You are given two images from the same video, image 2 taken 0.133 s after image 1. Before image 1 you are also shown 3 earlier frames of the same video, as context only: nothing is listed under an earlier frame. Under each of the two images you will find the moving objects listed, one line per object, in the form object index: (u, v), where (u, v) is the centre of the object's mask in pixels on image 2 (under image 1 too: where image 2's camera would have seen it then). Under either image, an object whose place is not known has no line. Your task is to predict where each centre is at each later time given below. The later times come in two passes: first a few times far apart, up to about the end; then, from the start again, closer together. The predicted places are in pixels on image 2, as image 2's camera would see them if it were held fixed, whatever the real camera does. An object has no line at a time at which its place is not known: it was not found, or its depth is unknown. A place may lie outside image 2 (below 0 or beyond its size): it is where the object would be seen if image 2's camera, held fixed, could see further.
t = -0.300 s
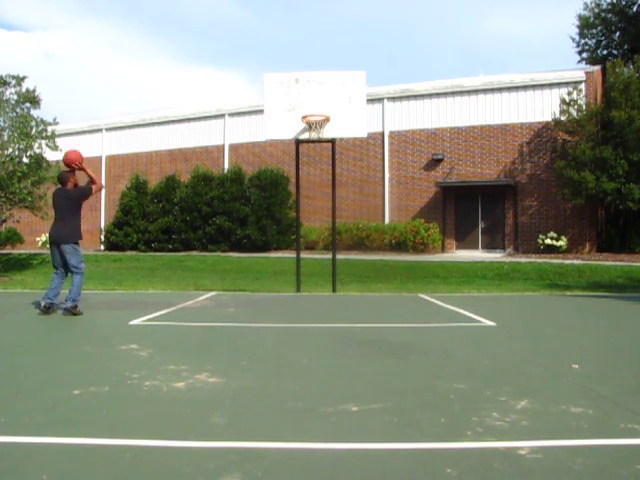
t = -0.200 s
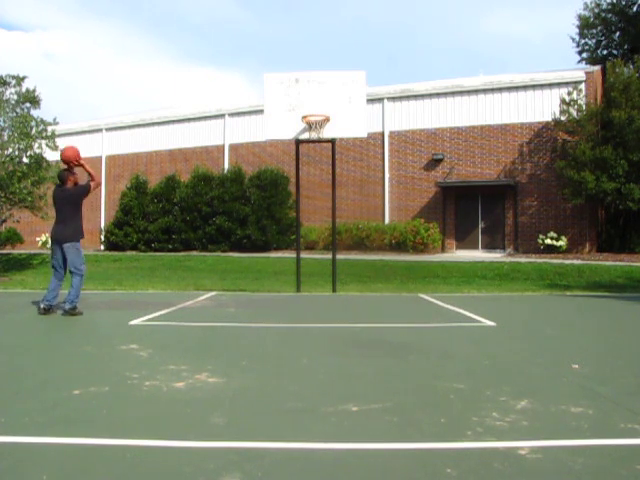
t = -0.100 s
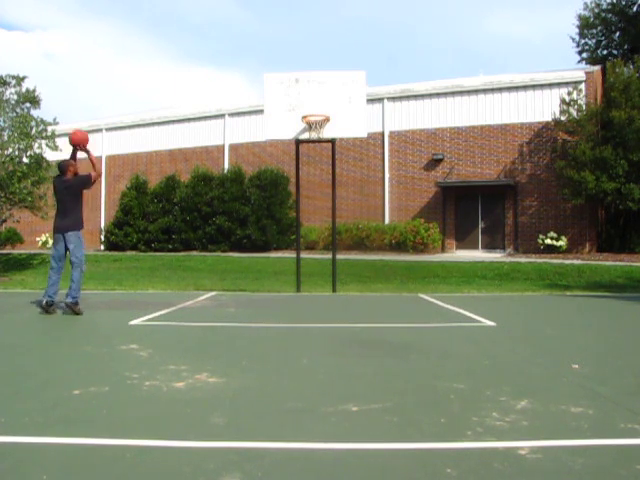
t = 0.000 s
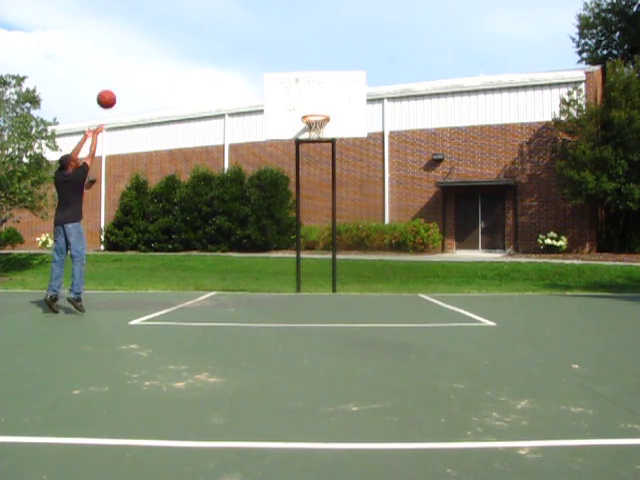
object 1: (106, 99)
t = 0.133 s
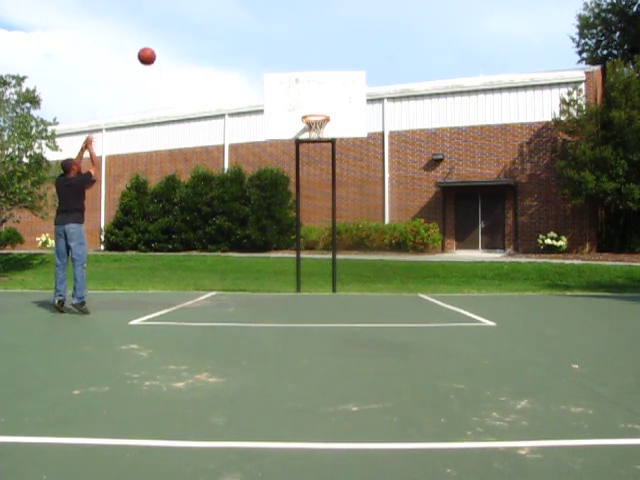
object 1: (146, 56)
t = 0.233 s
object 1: (173, 35)
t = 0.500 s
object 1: (234, 19)
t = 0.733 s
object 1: (278, 42)
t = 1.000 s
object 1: (318, 98)
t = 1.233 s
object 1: (304, 90)
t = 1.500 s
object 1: (261, 82)
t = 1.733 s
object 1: (220, 113)
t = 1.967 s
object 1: (174, 187)
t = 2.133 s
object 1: (139, 271)
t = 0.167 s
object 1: (156, 48)
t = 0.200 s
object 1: (164, 41)
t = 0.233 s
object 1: (173, 35)
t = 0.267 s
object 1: (182, 30)
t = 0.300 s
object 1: (190, 26)
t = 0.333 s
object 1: (198, 23)
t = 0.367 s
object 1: (206, 21)
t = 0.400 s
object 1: (213, 19)
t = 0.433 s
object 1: (220, 19)
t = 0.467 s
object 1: (227, 19)
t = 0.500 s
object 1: (234, 19)
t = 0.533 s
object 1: (241, 21)
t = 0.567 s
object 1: (248, 23)
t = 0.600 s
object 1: (254, 26)
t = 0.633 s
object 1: (260, 29)
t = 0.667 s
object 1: (266, 33)
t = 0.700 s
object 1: (272, 37)
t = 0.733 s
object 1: (278, 42)
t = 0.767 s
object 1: (283, 48)
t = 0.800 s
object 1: (289, 54)
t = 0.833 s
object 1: (294, 61)
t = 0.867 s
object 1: (299, 68)
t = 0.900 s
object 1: (304, 75)
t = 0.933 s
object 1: (309, 84)
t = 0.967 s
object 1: (314, 92)
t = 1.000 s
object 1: (318, 98)
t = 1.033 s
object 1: (321, 102)
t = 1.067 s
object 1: (324, 108)
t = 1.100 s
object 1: (324, 109)
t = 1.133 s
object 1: (320, 103)
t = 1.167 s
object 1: (314, 98)
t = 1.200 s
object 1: (309, 94)
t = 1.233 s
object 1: (304, 90)
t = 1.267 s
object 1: (299, 87)
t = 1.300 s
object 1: (294, 84)
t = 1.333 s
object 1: (289, 82)
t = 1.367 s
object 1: (284, 81)
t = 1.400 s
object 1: (278, 80)
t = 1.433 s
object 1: (273, 80)
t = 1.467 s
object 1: (267, 80)
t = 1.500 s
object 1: (261, 82)
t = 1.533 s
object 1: (256, 84)
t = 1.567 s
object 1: (250, 87)
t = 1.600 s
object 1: (244, 90)
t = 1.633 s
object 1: (238, 95)
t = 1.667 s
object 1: (232, 100)
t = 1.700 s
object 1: (226, 107)
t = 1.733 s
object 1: (220, 113)
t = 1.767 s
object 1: (213, 121)
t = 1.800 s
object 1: (207, 129)
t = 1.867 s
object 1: (194, 150)
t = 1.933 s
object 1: (181, 173)
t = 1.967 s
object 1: (174, 187)
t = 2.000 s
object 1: (167, 201)
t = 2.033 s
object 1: (160, 217)
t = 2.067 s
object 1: (153, 233)
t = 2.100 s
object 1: (146, 252)
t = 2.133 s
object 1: (139, 271)
